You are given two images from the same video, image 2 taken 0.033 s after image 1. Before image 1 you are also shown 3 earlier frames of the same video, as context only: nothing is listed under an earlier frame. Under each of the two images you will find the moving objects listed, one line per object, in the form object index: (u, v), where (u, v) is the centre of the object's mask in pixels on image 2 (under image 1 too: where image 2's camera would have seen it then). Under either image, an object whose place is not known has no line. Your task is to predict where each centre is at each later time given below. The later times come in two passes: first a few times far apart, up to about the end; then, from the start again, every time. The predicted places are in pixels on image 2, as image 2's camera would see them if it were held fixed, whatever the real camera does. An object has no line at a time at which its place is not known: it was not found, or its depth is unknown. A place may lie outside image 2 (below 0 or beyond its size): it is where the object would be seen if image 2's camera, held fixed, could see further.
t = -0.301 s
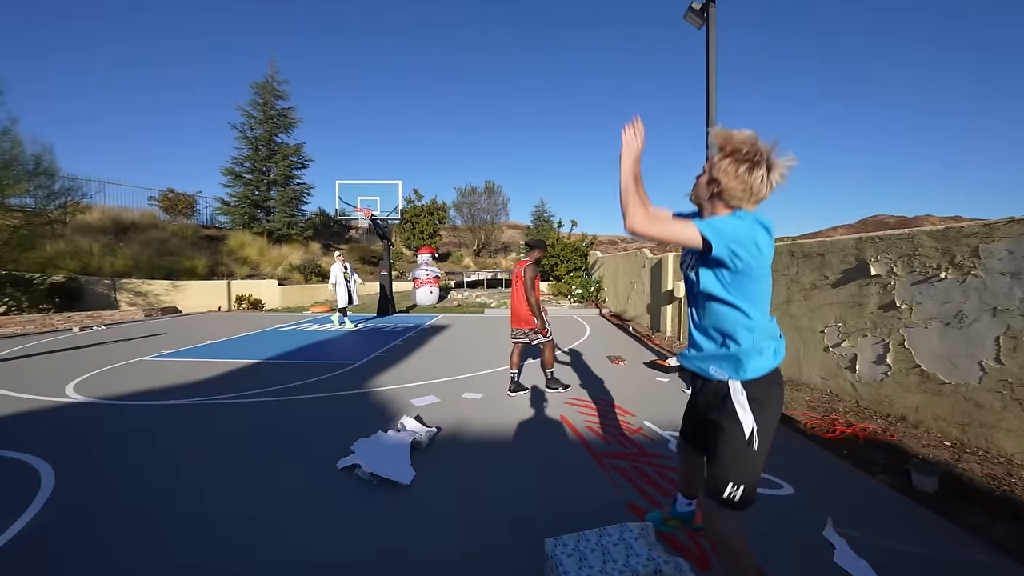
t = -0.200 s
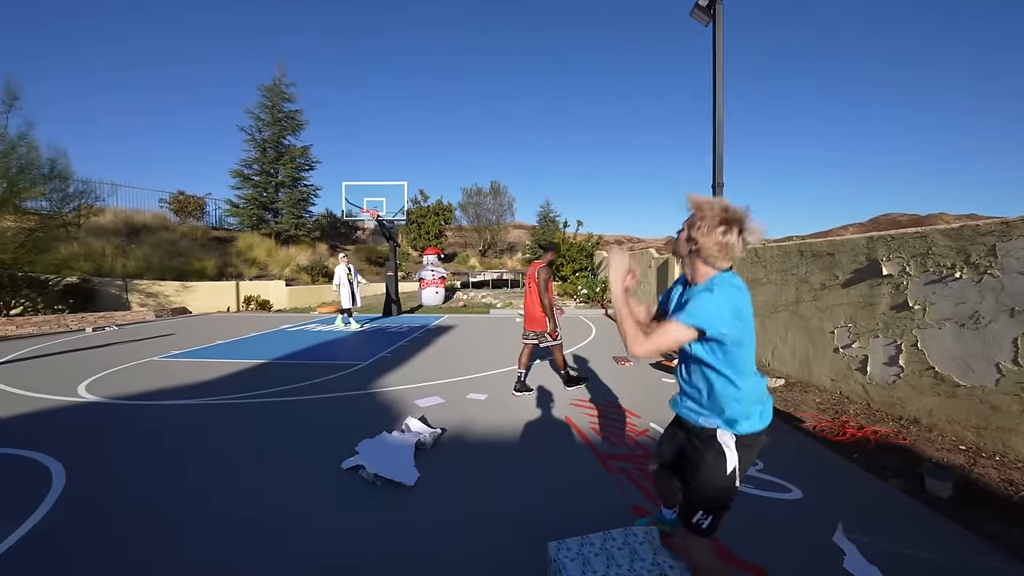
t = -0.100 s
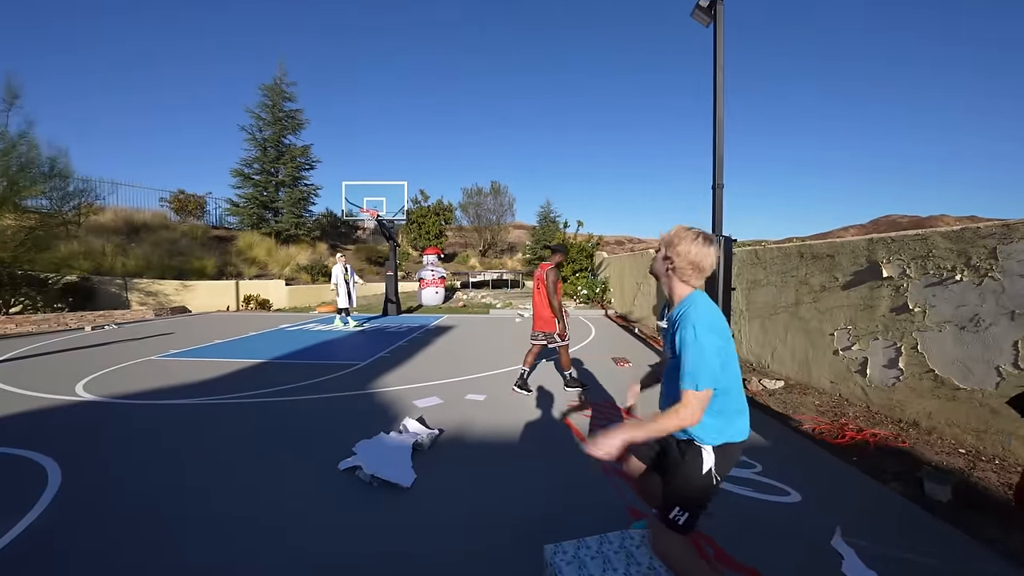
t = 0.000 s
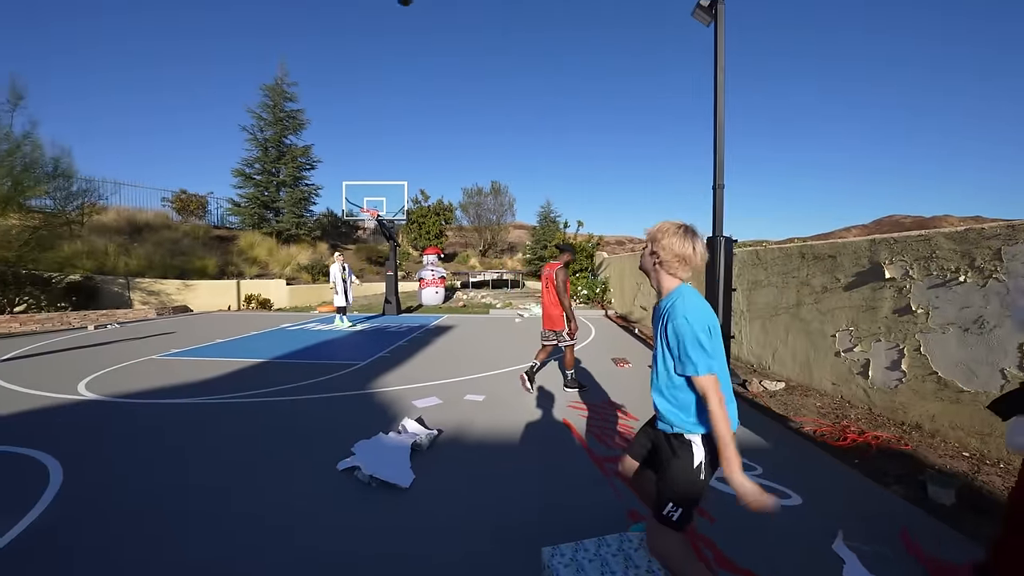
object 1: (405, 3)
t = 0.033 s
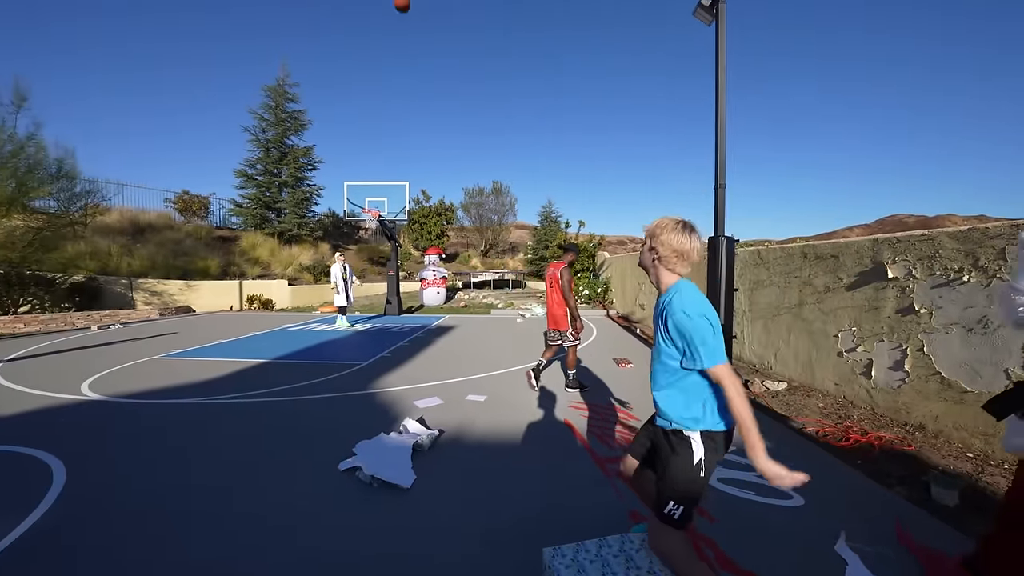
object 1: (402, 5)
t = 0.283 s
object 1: (383, 62)
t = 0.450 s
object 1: (374, 104)
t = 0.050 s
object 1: (400, 7)
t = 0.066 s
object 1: (398, 10)
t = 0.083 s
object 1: (397, 14)
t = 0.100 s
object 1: (396, 18)
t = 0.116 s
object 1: (395, 21)
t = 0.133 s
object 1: (393, 25)
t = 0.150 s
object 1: (392, 29)
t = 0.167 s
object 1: (391, 33)
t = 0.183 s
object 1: (390, 37)
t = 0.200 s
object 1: (389, 41)
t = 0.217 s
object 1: (387, 45)
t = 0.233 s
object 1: (386, 49)
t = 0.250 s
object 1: (385, 53)
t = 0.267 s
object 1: (384, 57)
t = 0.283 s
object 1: (383, 62)
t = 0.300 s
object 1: (382, 65)
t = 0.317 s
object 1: (381, 69)
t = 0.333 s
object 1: (380, 74)
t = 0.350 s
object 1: (379, 78)
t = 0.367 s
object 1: (379, 82)
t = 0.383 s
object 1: (378, 87)
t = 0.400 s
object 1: (377, 91)
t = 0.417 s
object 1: (376, 95)
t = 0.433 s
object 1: (375, 100)
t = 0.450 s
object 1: (374, 104)
